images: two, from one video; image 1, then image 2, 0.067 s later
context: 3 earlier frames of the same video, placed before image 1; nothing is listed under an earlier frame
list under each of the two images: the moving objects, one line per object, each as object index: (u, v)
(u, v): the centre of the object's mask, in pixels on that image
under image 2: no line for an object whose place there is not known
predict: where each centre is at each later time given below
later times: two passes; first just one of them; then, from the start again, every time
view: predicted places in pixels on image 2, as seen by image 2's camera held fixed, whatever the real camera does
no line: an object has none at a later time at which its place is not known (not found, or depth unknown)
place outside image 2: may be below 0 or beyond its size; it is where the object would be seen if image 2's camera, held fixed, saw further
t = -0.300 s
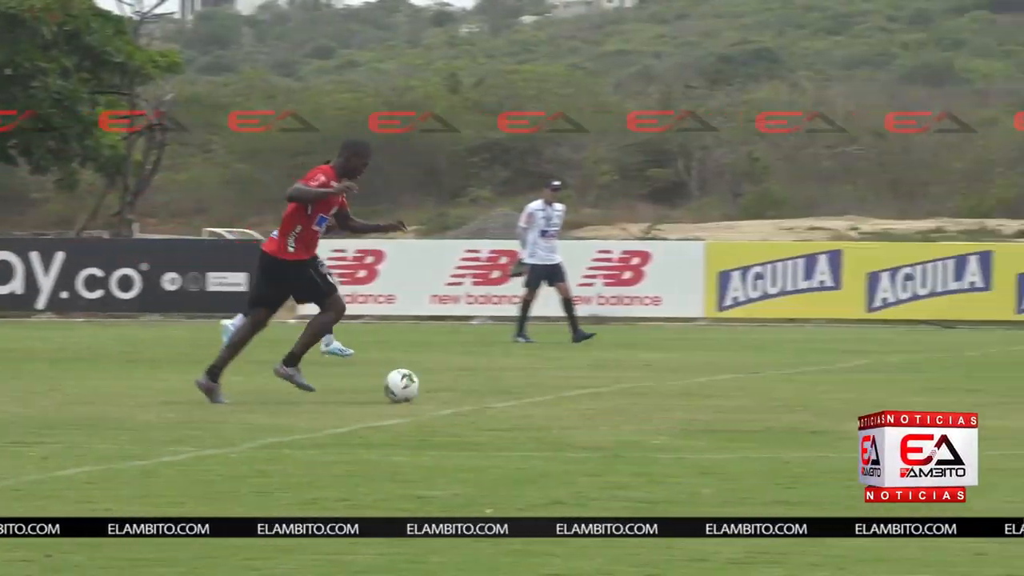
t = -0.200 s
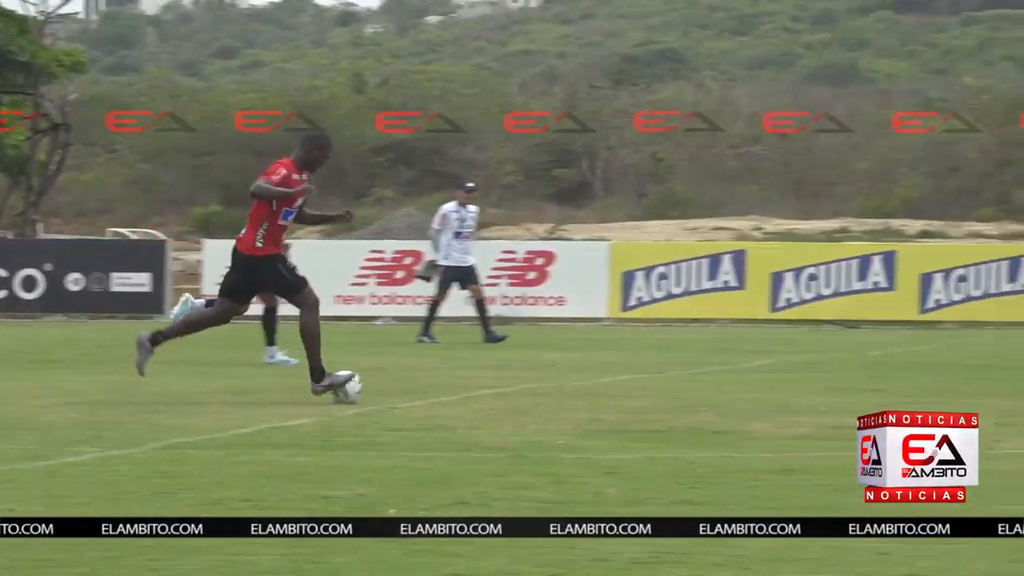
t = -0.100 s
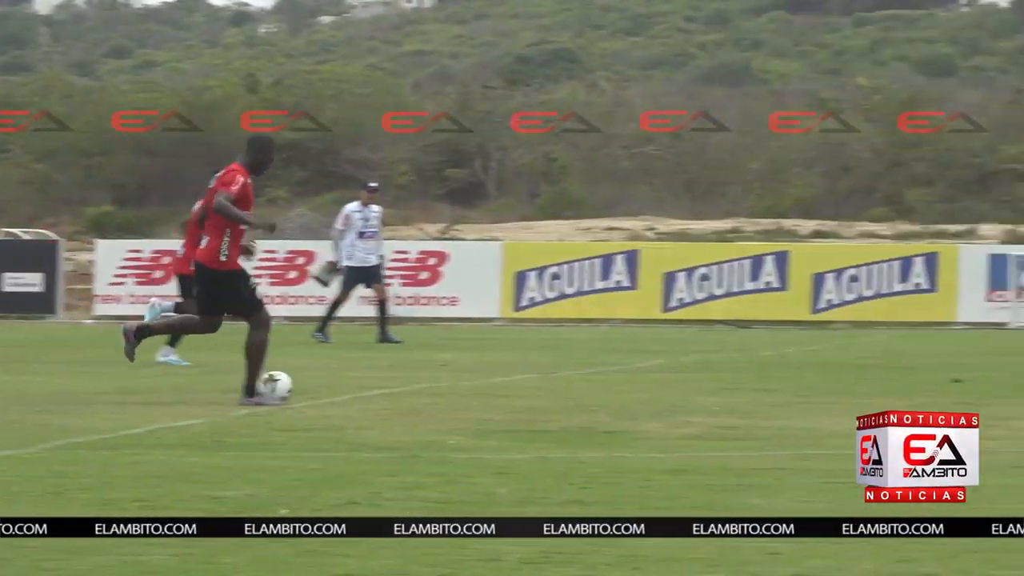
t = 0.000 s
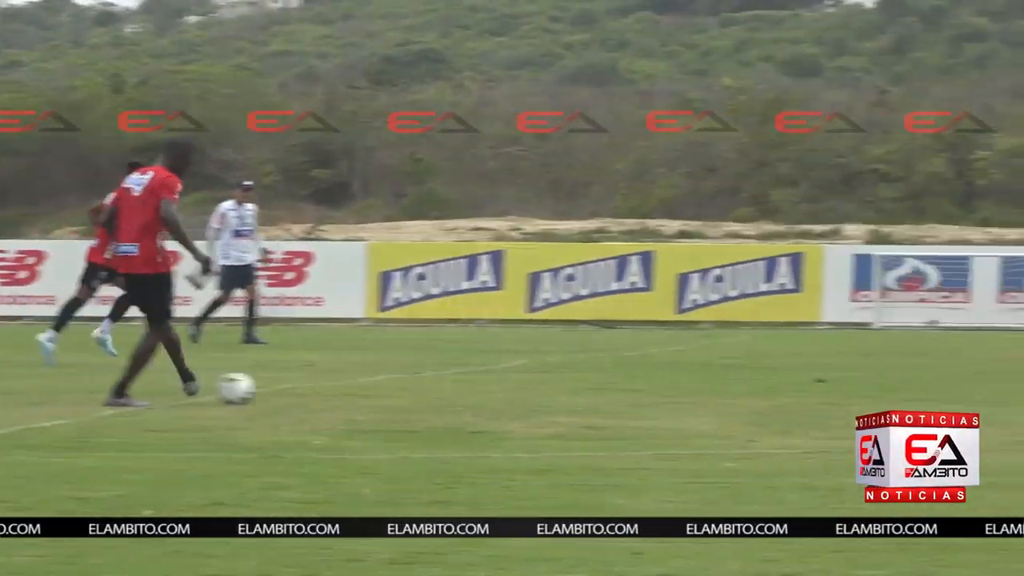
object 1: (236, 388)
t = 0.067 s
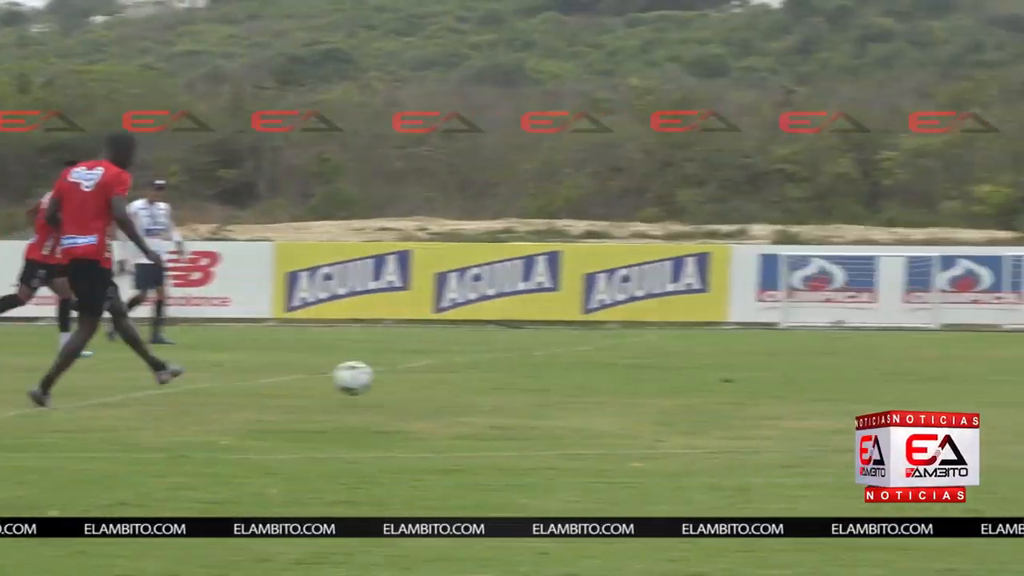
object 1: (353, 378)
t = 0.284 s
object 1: (1020, 398)
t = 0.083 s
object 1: (405, 375)
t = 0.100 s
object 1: (457, 373)
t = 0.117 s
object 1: (508, 372)
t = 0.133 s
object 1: (560, 372)
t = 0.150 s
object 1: (611, 372)
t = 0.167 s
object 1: (663, 373)
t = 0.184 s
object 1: (713, 375)
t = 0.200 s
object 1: (764, 377)
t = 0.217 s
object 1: (815, 380)
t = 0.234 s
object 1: (866, 383)
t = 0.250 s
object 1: (918, 388)
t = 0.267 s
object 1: (969, 394)
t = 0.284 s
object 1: (1020, 398)
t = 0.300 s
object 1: (1064, 397)
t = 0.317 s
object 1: (1111, 394)
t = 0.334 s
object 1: (1155, 393)
